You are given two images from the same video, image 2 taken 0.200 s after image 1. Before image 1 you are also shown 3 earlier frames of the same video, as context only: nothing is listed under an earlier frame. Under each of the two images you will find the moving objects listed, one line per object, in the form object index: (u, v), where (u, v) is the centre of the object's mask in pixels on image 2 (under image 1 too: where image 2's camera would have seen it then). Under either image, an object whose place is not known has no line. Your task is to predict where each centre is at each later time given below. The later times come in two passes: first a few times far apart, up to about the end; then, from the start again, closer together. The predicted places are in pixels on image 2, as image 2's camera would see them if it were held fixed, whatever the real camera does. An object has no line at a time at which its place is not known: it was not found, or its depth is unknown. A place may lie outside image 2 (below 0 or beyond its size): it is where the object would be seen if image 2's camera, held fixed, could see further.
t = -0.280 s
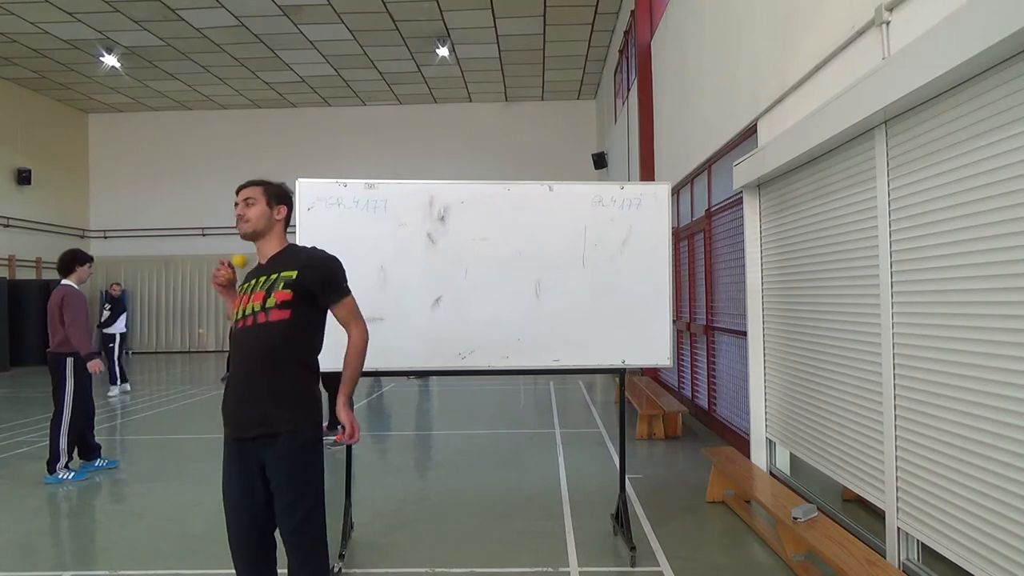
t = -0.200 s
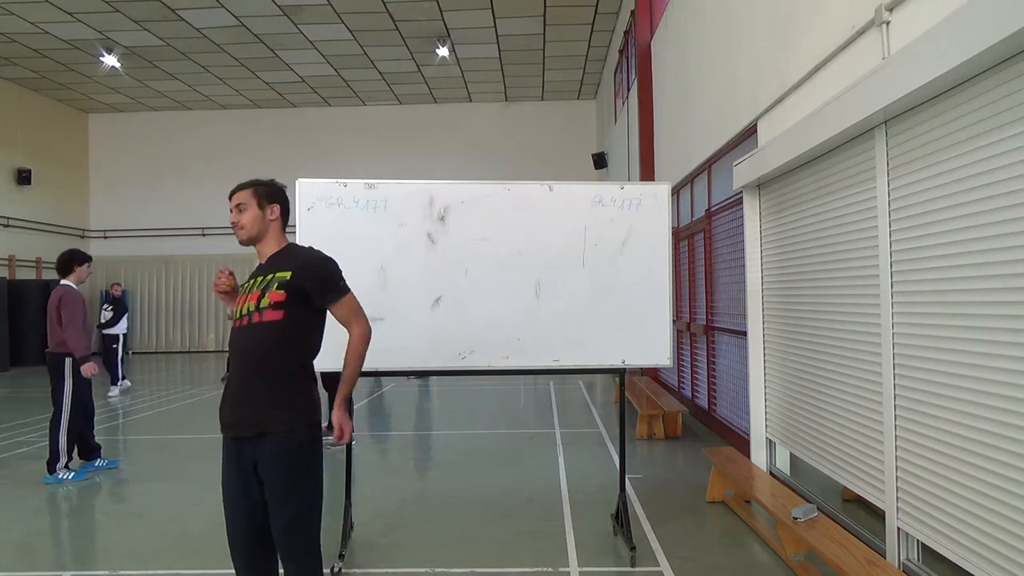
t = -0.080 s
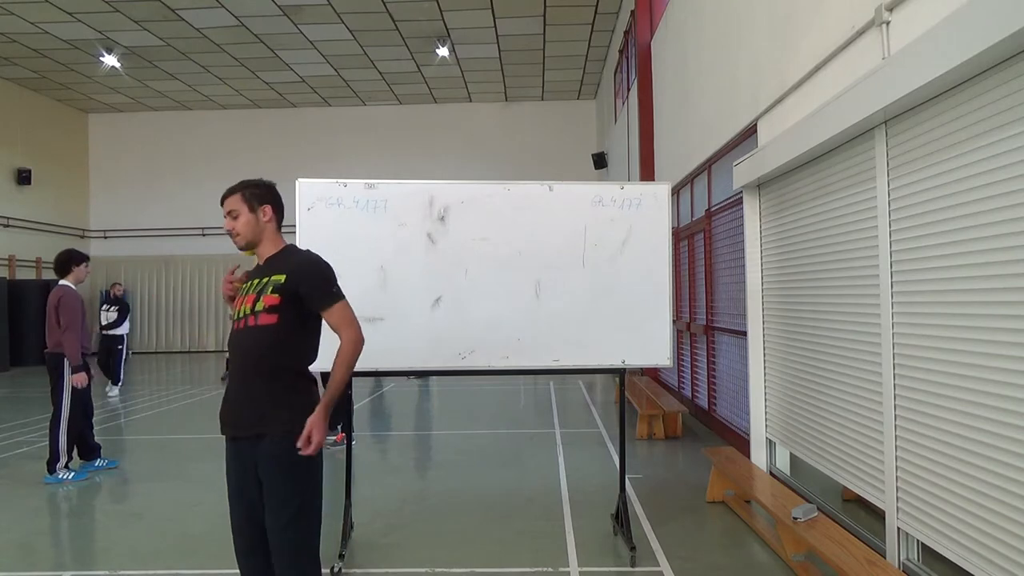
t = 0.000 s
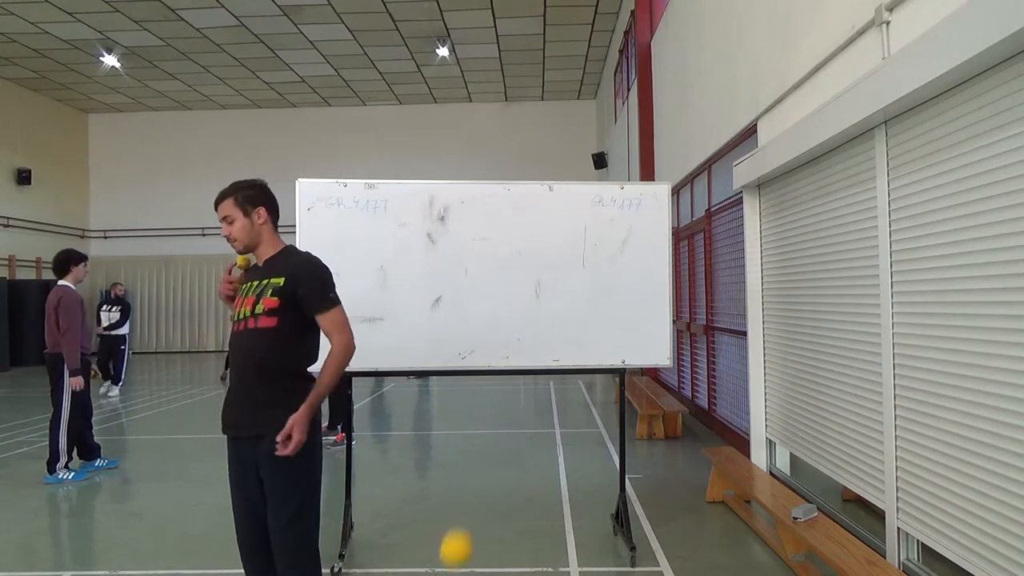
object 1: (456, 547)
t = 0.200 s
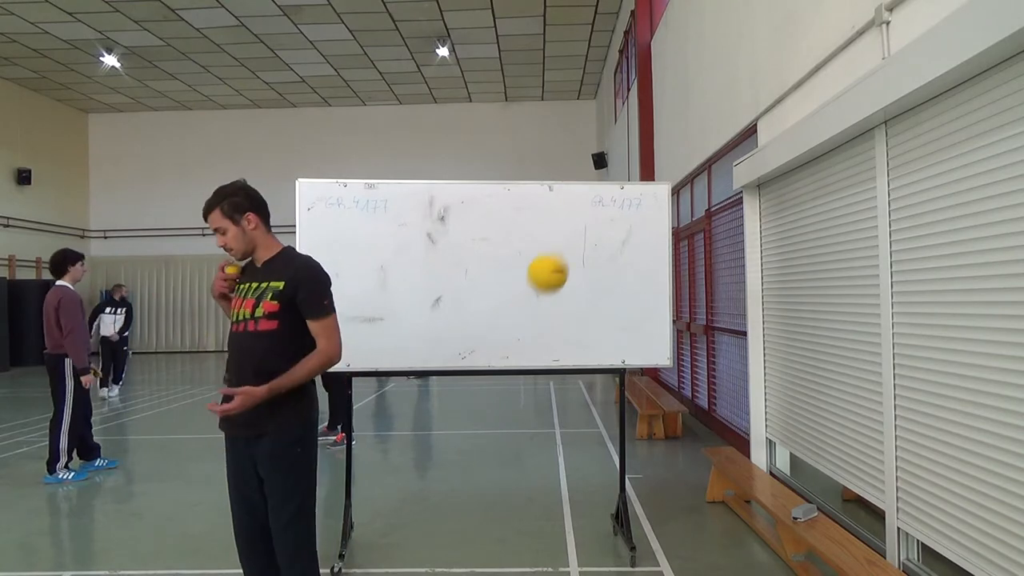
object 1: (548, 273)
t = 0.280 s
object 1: (598, 205)
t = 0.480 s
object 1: (796, 244)
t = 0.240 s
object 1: (571, 235)
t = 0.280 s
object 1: (598, 205)
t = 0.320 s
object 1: (628, 185)
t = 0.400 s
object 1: (700, 180)
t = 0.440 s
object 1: (744, 201)
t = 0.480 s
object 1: (796, 244)
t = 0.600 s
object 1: (1002, 555)
